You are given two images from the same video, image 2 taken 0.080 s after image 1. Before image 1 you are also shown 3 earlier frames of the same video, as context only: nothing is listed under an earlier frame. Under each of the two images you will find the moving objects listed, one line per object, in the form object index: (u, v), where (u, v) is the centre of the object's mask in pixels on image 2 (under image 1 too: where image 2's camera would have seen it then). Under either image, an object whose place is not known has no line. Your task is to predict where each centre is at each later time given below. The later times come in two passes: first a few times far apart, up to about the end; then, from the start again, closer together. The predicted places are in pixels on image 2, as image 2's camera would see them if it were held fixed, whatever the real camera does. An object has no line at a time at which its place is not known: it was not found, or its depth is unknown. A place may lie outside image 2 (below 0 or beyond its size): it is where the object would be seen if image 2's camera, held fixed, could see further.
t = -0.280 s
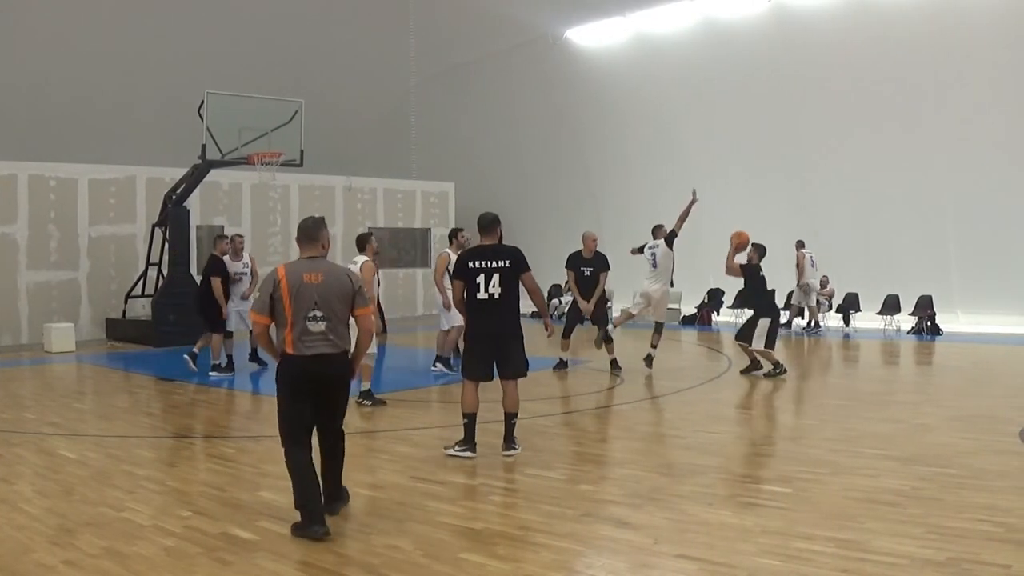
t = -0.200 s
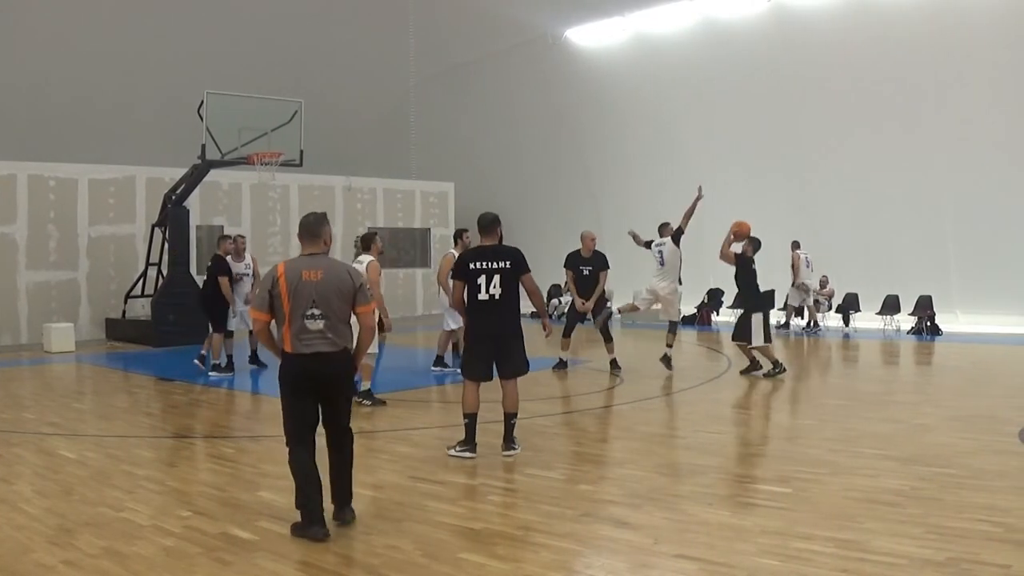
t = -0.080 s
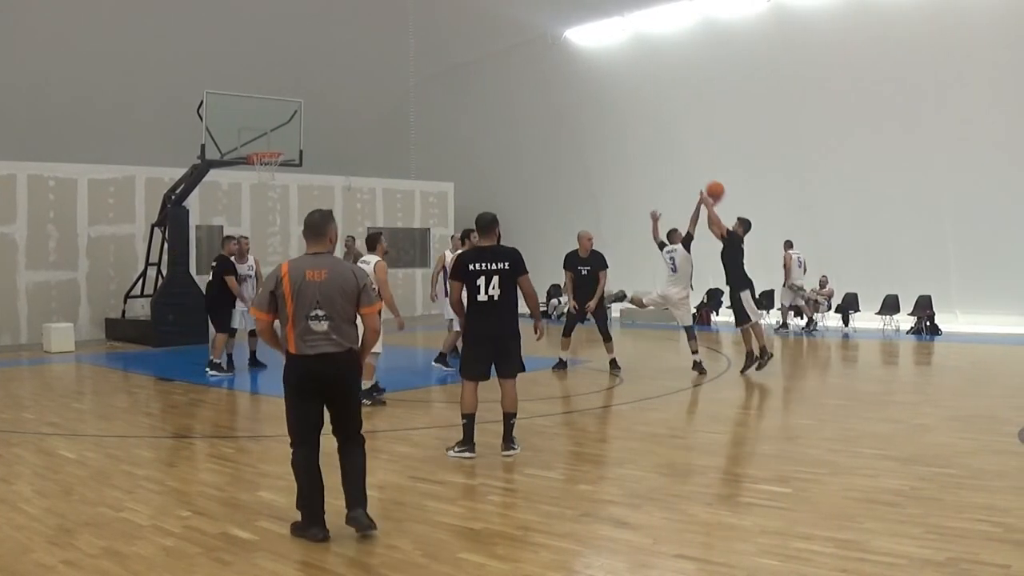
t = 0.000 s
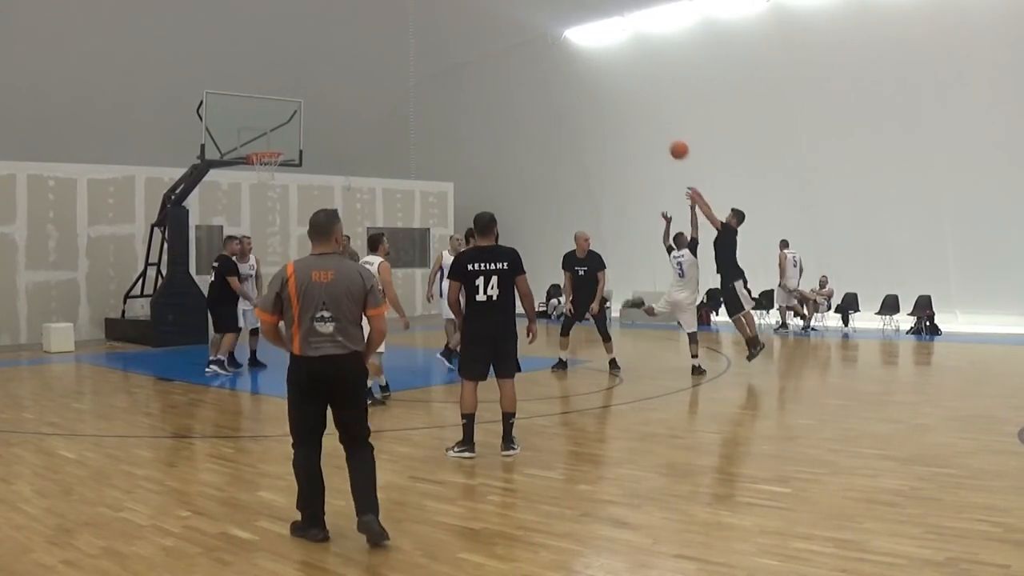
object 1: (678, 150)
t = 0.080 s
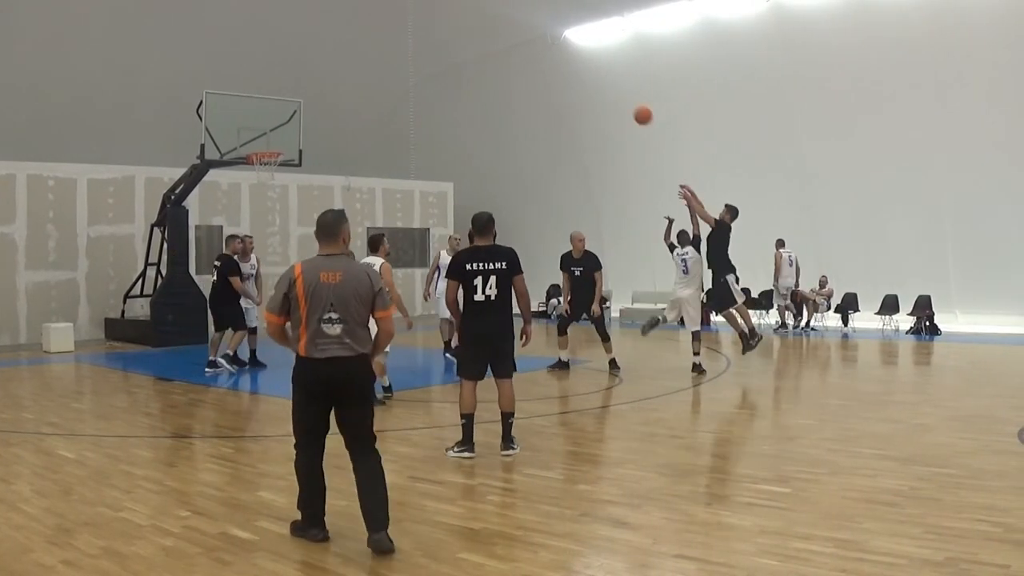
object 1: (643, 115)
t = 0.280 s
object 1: (557, 55)
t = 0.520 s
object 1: (463, 25)
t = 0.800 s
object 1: (366, 41)
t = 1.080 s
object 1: (278, 105)
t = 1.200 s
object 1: (252, 141)
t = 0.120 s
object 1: (625, 100)
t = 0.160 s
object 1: (608, 87)
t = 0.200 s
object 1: (590, 75)
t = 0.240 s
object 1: (573, 64)
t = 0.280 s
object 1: (557, 55)
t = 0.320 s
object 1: (541, 46)
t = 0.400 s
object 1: (509, 34)
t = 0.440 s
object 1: (493, 30)
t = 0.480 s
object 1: (478, 27)
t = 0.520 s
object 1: (463, 25)
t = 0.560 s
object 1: (449, 25)
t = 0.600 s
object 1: (434, 25)
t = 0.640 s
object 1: (420, 25)
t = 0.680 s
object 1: (406, 28)
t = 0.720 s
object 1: (393, 31)
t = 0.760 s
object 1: (379, 35)
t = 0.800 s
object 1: (366, 41)
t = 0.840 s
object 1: (353, 47)
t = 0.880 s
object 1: (340, 54)
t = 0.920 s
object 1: (327, 63)
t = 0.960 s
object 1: (314, 72)
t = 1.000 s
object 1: (302, 82)
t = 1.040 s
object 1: (290, 93)
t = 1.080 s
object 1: (278, 105)
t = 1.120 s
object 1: (266, 117)
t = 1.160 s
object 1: (255, 130)
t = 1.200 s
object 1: (252, 141)
